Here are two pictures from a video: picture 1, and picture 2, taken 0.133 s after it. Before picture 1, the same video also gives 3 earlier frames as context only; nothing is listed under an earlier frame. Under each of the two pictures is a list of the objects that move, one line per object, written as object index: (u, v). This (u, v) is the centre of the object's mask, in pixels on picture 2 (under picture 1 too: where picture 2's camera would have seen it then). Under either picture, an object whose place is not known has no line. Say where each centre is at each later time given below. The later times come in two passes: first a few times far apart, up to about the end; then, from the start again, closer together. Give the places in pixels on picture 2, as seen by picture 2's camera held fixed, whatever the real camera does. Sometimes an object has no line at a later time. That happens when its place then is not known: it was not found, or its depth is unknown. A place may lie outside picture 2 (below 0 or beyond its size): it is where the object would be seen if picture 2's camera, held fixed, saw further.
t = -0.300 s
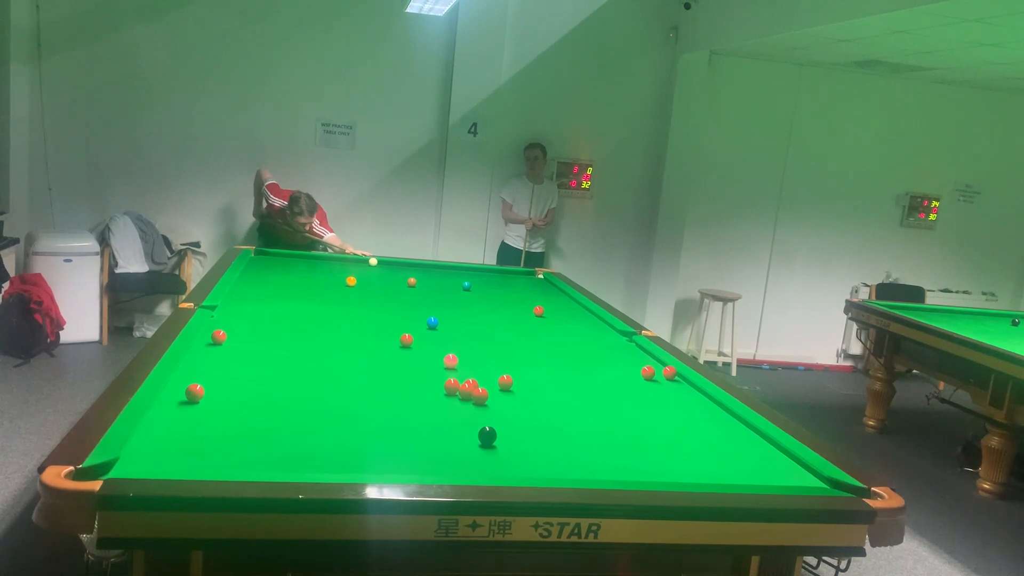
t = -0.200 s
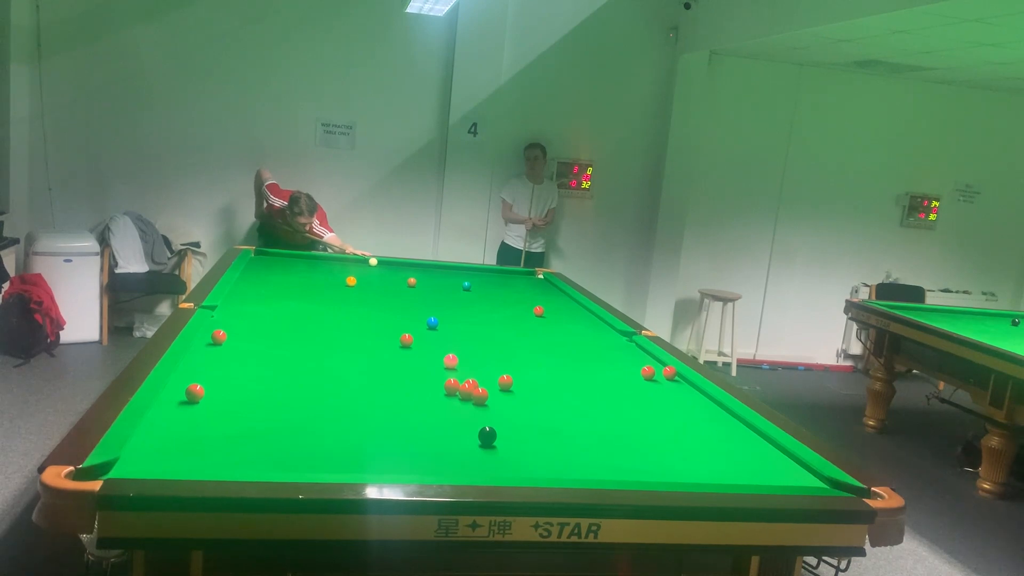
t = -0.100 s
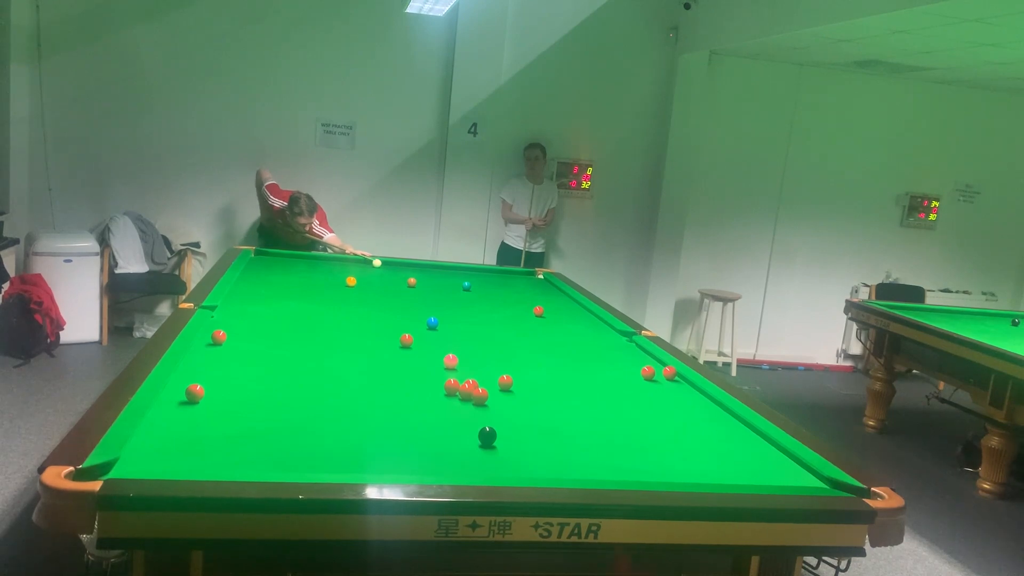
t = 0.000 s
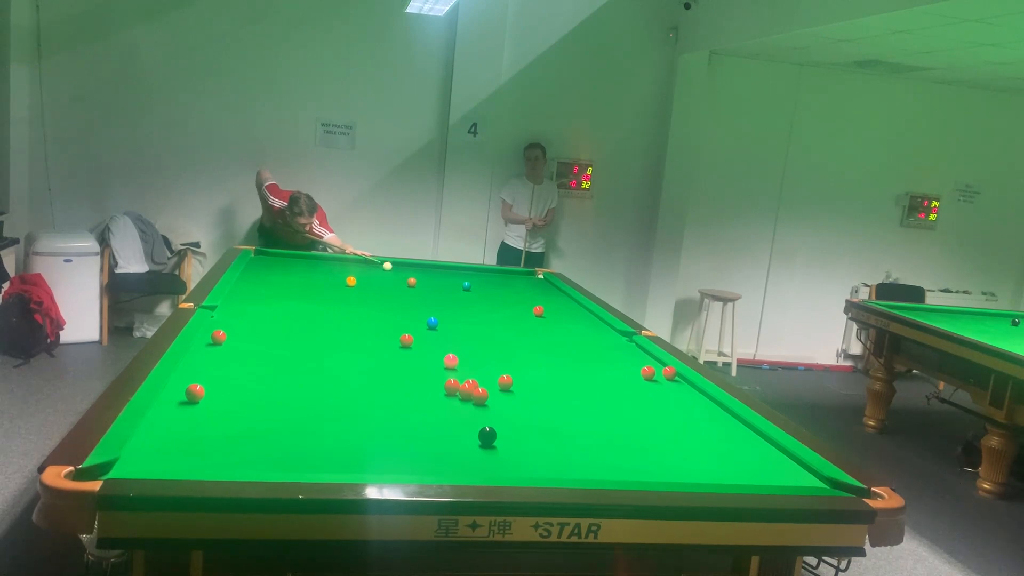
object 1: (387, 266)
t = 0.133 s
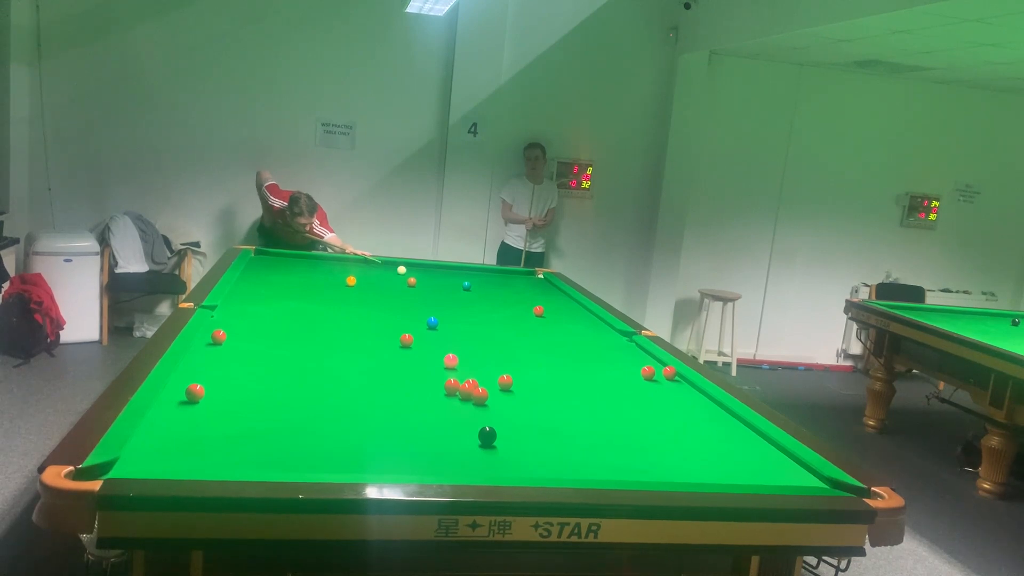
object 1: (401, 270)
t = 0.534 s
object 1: (447, 283)
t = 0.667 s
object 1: (462, 288)
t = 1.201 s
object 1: (530, 308)
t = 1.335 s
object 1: (532, 310)
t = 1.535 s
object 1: (537, 312)
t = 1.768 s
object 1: (543, 314)
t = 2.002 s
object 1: (548, 316)
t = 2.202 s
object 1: (552, 318)
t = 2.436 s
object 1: (556, 320)
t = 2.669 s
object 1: (560, 321)
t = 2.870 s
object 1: (563, 323)
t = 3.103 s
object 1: (566, 324)
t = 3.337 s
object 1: (569, 325)
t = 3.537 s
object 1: (571, 326)
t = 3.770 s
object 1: (572, 327)
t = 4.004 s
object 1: (573, 328)
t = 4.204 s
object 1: (574, 328)
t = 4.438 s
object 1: (574, 328)
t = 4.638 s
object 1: (574, 328)
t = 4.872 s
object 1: (574, 328)
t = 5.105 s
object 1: (574, 328)
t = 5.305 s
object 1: (574, 328)
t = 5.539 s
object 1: (574, 328)
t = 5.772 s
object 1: (574, 328)
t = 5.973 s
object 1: (574, 328)
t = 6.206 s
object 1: (574, 328)
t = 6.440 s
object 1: (574, 328)
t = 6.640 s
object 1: (574, 328)
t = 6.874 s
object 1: (574, 328)
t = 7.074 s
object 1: (574, 328)
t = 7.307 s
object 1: (574, 328)
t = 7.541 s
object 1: (574, 328)
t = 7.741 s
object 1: (574, 328)
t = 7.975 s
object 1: (574, 328)
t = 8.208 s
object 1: (574, 328)
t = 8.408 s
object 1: (574, 328)
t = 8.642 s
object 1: (574, 328)
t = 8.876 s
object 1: (574, 328)
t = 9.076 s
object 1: (574, 328)
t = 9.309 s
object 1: (574, 328)
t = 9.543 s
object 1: (574, 328)
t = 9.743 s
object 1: (574, 328)
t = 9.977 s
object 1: (574, 328)
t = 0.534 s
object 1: (447, 283)
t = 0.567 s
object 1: (450, 285)
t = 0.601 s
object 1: (454, 286)
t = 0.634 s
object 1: (458, 287)
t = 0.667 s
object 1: (462, 288)
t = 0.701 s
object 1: (467, 290)
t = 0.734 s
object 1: (471, 291)
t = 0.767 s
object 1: (475, 292)
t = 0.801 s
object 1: (479, 293)
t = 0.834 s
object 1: (483, 294)
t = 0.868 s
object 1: (487, 296)
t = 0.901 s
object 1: (492, 297)
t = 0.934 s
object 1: (496, 298)
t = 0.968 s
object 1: (500, 299)
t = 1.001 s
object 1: (505, 301)
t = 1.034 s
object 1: (509, 302)
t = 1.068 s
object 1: (513, 303)
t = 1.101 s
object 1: (518, 305)
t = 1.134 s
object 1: (522, 306)
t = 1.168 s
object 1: (527, 308)
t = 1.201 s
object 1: (530, 308)
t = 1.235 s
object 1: (531, 309)
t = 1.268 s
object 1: (531, 309)
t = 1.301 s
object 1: (531, 309)
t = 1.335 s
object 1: (532, 310)
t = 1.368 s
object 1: (533, 310)
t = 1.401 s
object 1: (534, 310)
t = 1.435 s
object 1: (534, 311)
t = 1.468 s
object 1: (535, 311)
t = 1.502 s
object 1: (536, 311)
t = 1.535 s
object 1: (537, 312)
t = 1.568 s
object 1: (538, 312)
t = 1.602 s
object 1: (539, 312)
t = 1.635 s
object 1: (539, 313)
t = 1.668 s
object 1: (540, 313)
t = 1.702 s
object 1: (541, 313)
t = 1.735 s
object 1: (542, 314)
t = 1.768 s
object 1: (543, 314)
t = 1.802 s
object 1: (543, 315)
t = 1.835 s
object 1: (544, 315)
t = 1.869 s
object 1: (545, 315)
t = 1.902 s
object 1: (546, 316)
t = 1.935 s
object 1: (546, 316)
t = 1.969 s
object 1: (547, 316)
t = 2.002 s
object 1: (548, 316)
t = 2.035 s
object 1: (548, 317)
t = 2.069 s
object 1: (549, 317)
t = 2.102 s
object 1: (550, 317)
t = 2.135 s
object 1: (550, 317)
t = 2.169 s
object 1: (551, 318)
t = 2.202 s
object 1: (552, 318)
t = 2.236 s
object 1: (552, 318)
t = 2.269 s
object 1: (553, 319)
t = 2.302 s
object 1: (554, 319)
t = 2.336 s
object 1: (554, 319)
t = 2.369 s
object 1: (555, 319)
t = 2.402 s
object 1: (556, 320)
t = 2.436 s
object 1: (556, 320)
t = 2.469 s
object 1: (557, 320)
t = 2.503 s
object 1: (557, 321)
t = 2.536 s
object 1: (558, 321)
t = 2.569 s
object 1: (558, 321)
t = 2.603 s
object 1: (559, 321)
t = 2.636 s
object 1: (559, 321)
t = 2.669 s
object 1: (560, 321)
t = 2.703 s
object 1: (561, 322)
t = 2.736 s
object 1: (561, 322)
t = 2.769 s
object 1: (562, 322)
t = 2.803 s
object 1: (562, 322)
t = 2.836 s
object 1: (563, 323)
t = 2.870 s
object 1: (563, 323)
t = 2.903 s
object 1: (563, 323)
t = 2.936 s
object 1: (564, 323)
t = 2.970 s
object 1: (564, 323)
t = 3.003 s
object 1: (565, 324)
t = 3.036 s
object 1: (565, 324)
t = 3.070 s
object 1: (566, 324)
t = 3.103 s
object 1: (566, 324)
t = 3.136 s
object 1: (566, 324)
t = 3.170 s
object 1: (567, 324)
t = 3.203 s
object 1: (567, 325)
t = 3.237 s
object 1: (568, 325)
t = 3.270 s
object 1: (568, 325)
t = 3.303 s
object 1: (568, 325)
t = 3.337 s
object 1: (569, 325)
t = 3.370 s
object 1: (569, 326)
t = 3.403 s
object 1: (569, 326)
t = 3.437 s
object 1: (570, 326)
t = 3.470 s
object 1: (570, 326)
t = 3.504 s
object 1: (570, 326)
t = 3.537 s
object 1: (571, 326)
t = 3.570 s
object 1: (571, 326)
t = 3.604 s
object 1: (571, 327)
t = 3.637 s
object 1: (572, 327)
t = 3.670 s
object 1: (572, 327)
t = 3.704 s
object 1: (572, 327)
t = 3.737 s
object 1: (572, 327)
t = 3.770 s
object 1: (572, 327)
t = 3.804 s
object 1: (573, 327)
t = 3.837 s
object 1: (573, 327)
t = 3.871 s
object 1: (573, 327)
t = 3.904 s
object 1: (573, 327)
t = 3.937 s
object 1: (573, 327)
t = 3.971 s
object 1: (573, 327)
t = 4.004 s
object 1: (573, 328)
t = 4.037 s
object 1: (574, 328)
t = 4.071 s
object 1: (574, 328)
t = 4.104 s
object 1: (574, 328)
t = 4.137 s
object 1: (574, 328)
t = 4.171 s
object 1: (574, 328)
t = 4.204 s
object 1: (574, 328)
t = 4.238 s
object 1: (574, 328)
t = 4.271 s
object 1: (574, 328)
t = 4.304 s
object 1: (574, 328)
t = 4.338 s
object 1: (574, 328)
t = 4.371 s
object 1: (574, 328)
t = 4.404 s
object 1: (574, 328)
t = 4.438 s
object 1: (574, 328)
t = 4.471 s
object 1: (574, 328)
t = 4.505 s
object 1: (574, 328)
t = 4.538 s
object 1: (574, 328)
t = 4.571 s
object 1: (574, 328)
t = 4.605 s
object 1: (574, 328)
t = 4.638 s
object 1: (574, 328)
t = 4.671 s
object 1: (574, 328)
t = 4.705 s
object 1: (574, 328)
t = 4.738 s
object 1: (574, 328)
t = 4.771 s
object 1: (574, 328)
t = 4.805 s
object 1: (574, 328)
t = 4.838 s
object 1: (574, 328)
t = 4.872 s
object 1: (574, 328)
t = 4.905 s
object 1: (574, 328)
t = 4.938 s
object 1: (574, 328)
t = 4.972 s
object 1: (574, 328)
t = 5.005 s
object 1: (574, 328)
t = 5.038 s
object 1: (574, 328)
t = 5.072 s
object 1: (574, 328)
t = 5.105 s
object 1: (574, 328)
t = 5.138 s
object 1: (574, 328)
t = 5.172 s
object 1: (574, 328)
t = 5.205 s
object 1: (574, 328)
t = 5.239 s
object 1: (574, 328)
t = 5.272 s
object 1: (574, 328)
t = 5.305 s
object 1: (574, 328)
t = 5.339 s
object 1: (574, 328)
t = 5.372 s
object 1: (574, 328)
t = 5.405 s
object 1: (574, 328)
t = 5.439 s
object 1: (574, 328)
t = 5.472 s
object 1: (574, 328)
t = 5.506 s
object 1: (574, 328)
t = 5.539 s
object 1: (574, 328)
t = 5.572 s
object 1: (574, 328)
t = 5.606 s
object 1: (574, 328)
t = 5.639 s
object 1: (574, 328)
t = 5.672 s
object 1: (574, 328)
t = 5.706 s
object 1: (574, 328)
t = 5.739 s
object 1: (574, 328)
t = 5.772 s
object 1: (574, 328)
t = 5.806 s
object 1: (574, 328)
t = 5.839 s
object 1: (574, 328)
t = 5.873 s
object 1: (574, 328)
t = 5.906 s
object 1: (574, 328)
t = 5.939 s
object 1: (574, 328)
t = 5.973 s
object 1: (574, 328)
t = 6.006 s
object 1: (574, 328)
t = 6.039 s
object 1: (574, 328)
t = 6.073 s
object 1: (574, 328)
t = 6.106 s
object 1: (574, 328)
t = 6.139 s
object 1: (574, 328)
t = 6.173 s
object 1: (574, 328)
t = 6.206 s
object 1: (574, 328)
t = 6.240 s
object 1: (574, 328)
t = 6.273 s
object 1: (574, 328)
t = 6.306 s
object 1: (574, 328)
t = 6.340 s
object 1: (574, 328)
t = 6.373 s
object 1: (574, 328)
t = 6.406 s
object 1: (574, 328)
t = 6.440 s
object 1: (574, 328)
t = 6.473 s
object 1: (574, 328)
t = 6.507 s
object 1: (574, 328)
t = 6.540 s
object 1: (574, 328)
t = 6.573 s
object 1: (574, 328)
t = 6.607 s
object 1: (574, 328)
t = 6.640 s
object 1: (574, 328)
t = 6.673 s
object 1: (574, 328)
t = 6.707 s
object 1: (574, 328)
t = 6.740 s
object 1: (574, 328)
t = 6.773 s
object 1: (574, 328)
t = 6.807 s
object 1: (574, 328)
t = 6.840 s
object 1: (574, 328)
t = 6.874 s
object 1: (574, 328)
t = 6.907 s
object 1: (574, 328)
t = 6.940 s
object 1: (574, 328)
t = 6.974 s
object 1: (574, 328)
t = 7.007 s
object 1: (574, 328)
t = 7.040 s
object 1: (574, 328)
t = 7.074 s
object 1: (574, 328)
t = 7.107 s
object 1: (574, 328)
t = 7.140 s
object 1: (574, 328)
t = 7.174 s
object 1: (574, 328)
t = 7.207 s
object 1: (574, 328)
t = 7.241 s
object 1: (574, 328)
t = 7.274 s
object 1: (574, 328)
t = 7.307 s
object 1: (574, 328)
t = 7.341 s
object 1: (574, 328)
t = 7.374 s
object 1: (574, 328)
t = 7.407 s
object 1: (574, 328)
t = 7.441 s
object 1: (574, 328)
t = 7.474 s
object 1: (574, 328)
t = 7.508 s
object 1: (574, 328)
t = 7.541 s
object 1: (574, 328)
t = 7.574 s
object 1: (574, 328)
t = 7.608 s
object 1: (574, 328)
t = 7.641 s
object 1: (574, 328)
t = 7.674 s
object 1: (574, 328)
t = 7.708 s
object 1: (574, 328)
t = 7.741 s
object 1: (574, 328)
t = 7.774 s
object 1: (574, 328)
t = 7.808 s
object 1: (574, 328)
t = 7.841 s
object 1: (574, 328)
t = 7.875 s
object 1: (574, 328)
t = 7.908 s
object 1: (574, 328)
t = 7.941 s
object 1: (574, 328)
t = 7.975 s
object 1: (574, 328)
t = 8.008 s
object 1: (574, 328)
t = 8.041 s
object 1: (574, 328)
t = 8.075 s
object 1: (574, 328)
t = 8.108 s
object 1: (574, 328)
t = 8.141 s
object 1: (574, 328)
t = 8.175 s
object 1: (574, 328)
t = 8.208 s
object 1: (574, 328)
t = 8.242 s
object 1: (574, 328)
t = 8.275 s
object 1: (574, 328)
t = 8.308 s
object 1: (574, 328)
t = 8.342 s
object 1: (574, 328)
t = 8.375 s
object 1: (574, 328)
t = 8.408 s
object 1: (574, 328)
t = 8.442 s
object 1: (574, 328)
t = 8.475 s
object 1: (574, 328)
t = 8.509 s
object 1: (574, 328)
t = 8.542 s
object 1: (574, 328)
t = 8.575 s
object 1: (574, 328)
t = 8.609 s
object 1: (574, 328)
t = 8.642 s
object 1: (574, 328)
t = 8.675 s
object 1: (574, 328)
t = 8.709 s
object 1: (574, 328)
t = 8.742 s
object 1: (574, 328)
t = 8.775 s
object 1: (574, 328)
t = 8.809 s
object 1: (574, 328)
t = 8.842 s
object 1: (574, 328)
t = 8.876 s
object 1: (574, 328)
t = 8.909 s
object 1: (574, 328)
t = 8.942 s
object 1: (574, 328)
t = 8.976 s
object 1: (574, 328)
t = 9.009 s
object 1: (574, 328)
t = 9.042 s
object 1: (574, 328)
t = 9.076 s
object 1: (574, 328)
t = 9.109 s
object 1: (574, 328)
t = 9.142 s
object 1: (574, 328)
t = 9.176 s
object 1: (574, 328)
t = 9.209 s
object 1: (574, 328)
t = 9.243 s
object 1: (574, 328)
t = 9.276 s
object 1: (574, 328)
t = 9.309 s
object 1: (574, 328)
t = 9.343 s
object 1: (574, 328)
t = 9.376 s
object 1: (574, 328)
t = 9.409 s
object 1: (574, 328)
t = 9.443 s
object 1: (574, 328)
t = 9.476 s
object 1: (574, 328)
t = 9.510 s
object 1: (574, 328)
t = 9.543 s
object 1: (574, 328)
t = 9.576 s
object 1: (574, 328)
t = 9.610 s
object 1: (574, 328)
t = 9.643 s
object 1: (574, 328)
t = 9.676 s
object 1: (574, 328)
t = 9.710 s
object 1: (574, 328)
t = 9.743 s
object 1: (574, 328)
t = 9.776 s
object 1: (574, 328)
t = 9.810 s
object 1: (574, 328)
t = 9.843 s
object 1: (574, 328)
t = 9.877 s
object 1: (574, 328)
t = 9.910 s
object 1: (574, 328)
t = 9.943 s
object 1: (574, 328)
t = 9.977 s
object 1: (574, 328)
